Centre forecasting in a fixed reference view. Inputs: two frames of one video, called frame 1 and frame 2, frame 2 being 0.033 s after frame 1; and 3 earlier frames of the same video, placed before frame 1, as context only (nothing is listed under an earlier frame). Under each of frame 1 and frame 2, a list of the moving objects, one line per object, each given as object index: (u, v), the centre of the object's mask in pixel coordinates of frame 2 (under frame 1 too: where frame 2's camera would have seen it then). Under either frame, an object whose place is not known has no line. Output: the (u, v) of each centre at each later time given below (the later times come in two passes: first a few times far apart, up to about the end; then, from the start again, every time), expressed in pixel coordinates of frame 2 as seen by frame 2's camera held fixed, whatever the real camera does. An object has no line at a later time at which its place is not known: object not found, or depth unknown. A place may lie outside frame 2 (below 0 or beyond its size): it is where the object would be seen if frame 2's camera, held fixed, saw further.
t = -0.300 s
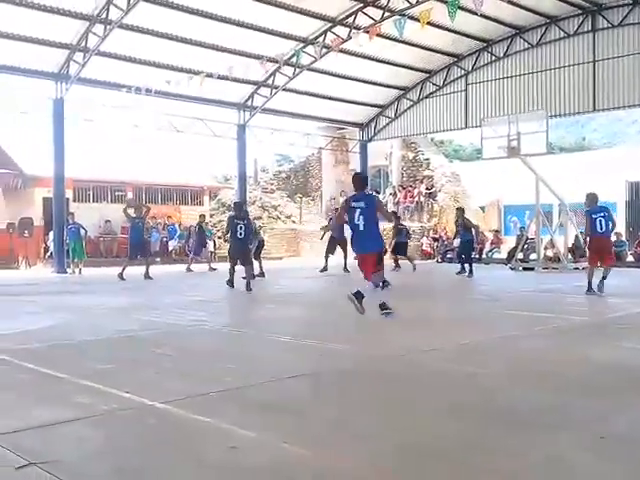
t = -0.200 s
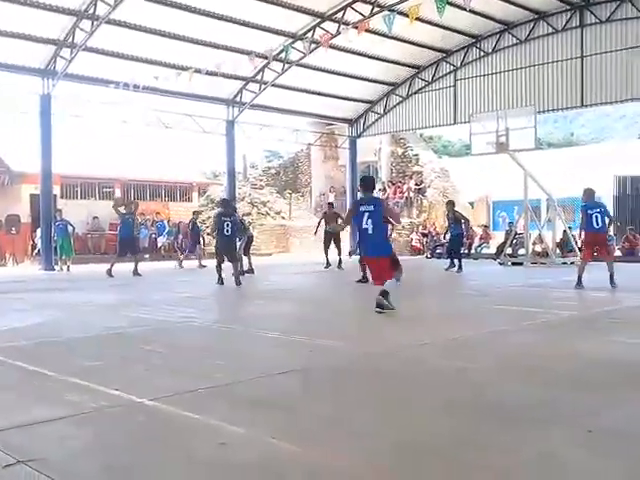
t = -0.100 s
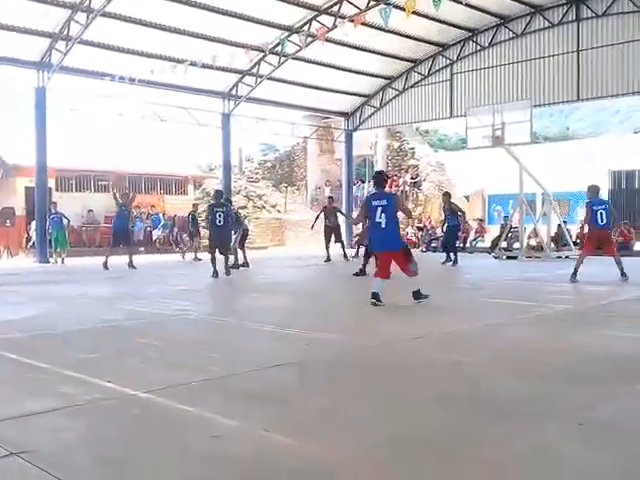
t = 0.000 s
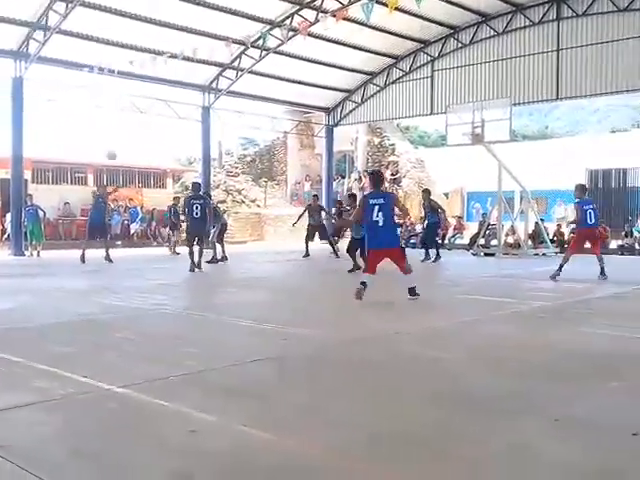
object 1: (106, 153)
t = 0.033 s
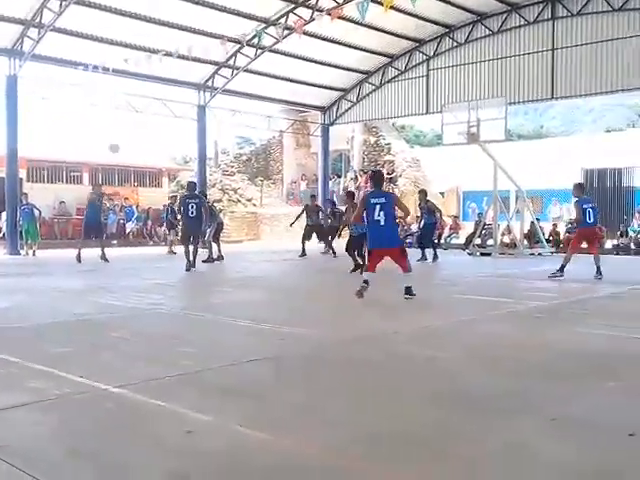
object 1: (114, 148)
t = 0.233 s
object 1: (162, 118)
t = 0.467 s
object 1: (237, 104)
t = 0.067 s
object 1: (121, 142)
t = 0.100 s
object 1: (129, 136)
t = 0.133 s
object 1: (136, 131)
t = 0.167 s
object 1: (144, 126)
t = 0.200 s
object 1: (153, 122)
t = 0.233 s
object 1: (162, 118)
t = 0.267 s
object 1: (171, 114)
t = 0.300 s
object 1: (181, 111)
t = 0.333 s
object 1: (191, 109)
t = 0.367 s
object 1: (204, 105)
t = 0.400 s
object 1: (214, 105)
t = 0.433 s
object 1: (225, 104)
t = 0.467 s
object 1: (237, 104)
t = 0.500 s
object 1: (250, 105)
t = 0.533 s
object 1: (263, 106)
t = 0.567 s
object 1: (277, 108)
